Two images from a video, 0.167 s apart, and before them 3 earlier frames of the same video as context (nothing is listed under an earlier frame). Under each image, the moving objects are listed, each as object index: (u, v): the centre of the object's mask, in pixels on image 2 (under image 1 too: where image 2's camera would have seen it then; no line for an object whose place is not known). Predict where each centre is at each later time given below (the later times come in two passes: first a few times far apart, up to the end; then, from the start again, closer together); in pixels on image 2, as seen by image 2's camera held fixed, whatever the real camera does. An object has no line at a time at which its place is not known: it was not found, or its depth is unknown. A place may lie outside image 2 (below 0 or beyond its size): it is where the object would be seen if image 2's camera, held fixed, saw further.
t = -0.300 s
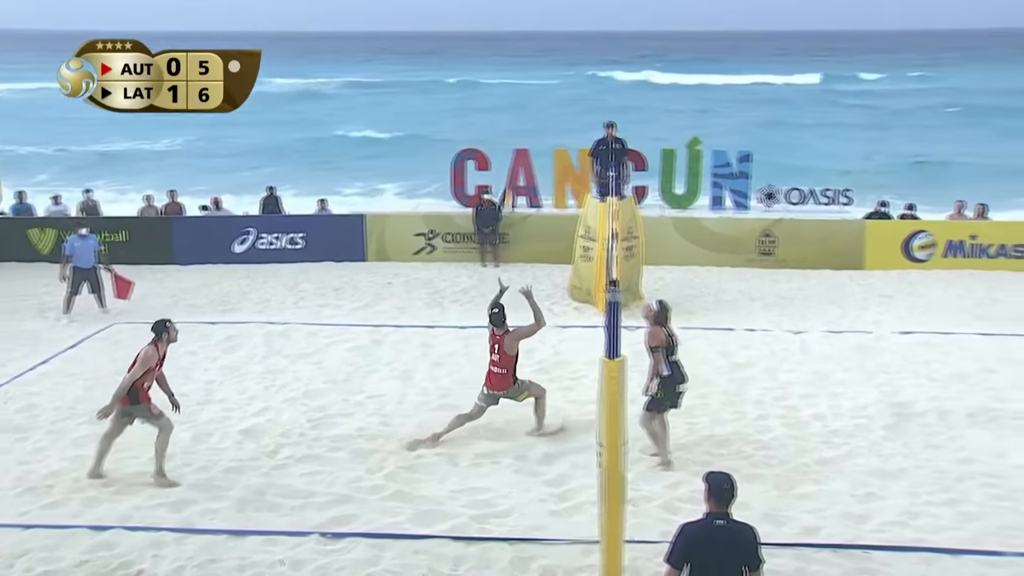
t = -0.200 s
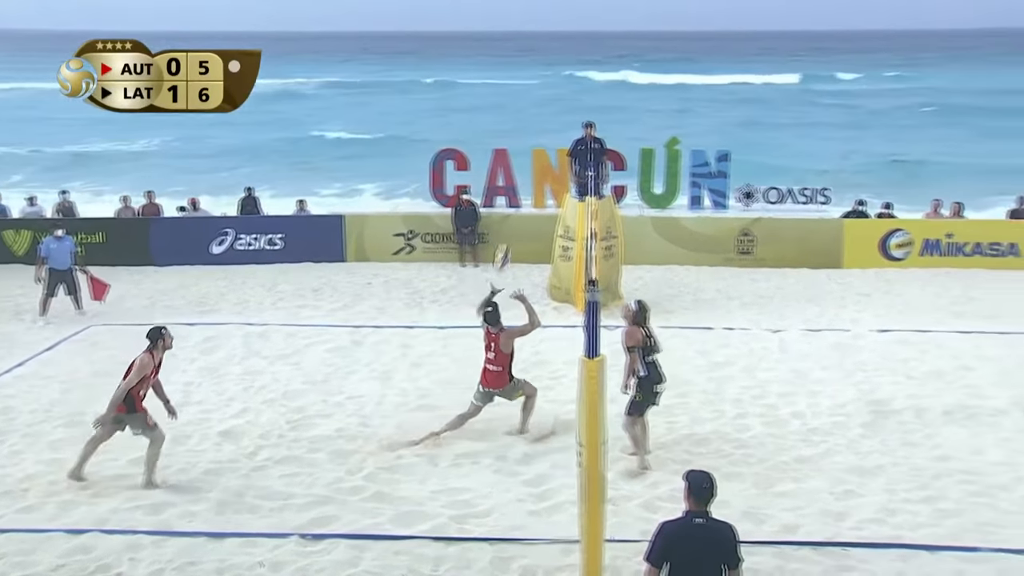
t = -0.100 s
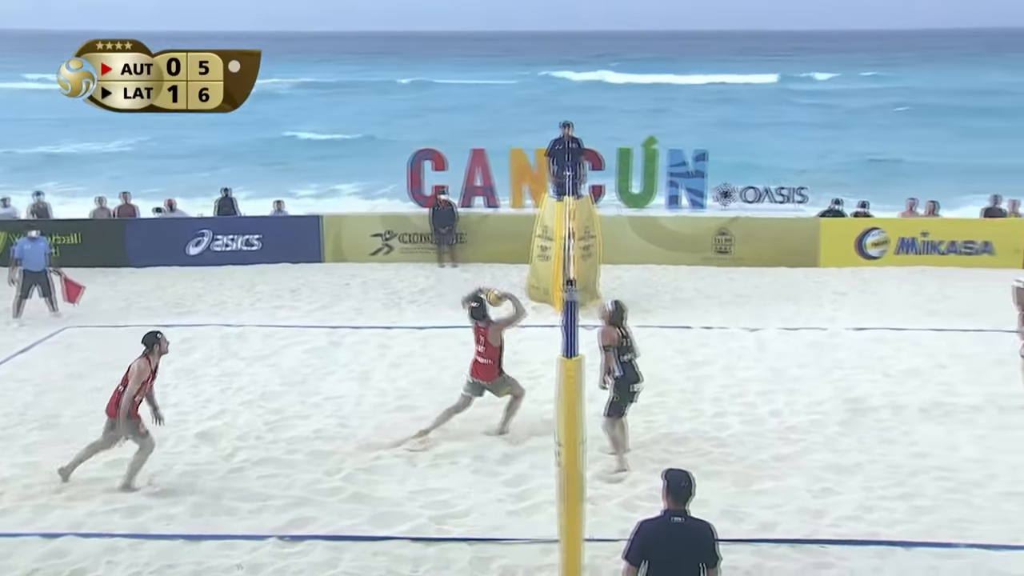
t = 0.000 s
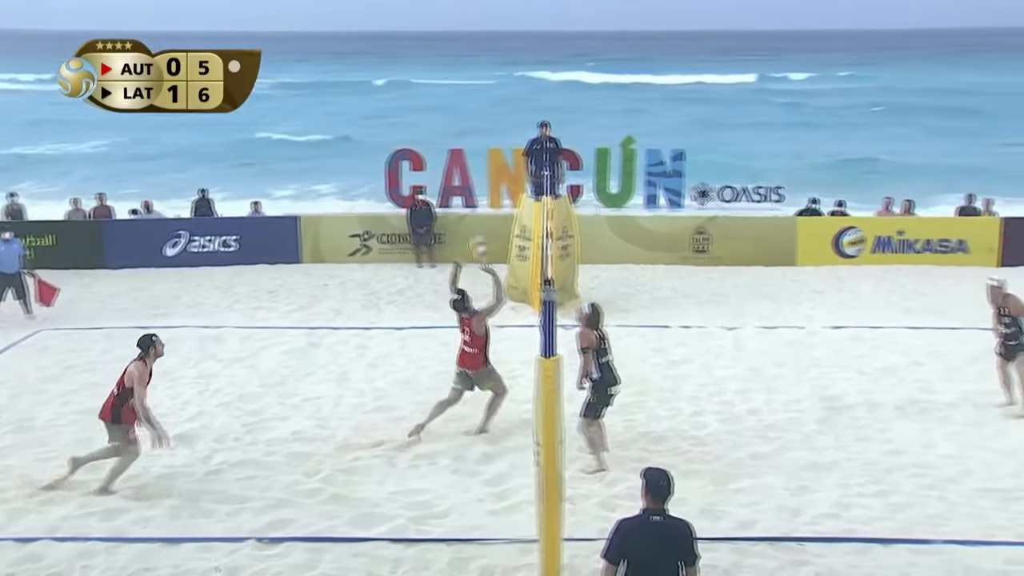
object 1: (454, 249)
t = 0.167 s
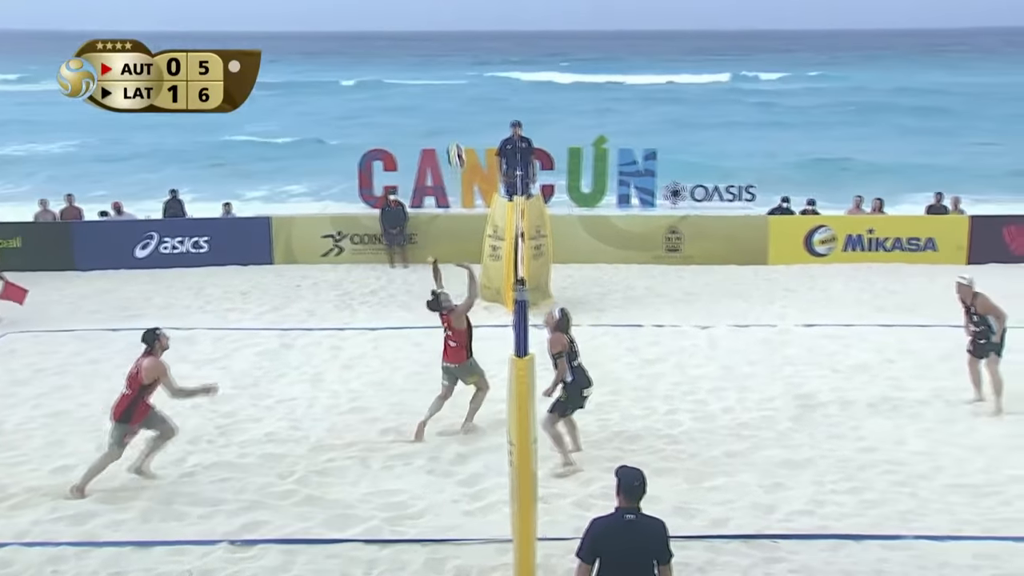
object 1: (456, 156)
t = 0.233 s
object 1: (456, 124)
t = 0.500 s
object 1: (464, 33)
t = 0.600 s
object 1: (467, 15)
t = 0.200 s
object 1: (455, 139)
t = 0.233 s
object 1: (456, 124)
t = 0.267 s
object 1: (457, 108)
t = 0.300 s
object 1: (458, 95)
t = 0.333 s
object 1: (458, 82)
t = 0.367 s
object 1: (459, 68)
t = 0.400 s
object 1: (457, 59)
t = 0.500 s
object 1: (464, 33)
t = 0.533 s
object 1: (465, 26)
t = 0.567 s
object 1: (467, 20)
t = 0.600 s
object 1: (467, 15)
